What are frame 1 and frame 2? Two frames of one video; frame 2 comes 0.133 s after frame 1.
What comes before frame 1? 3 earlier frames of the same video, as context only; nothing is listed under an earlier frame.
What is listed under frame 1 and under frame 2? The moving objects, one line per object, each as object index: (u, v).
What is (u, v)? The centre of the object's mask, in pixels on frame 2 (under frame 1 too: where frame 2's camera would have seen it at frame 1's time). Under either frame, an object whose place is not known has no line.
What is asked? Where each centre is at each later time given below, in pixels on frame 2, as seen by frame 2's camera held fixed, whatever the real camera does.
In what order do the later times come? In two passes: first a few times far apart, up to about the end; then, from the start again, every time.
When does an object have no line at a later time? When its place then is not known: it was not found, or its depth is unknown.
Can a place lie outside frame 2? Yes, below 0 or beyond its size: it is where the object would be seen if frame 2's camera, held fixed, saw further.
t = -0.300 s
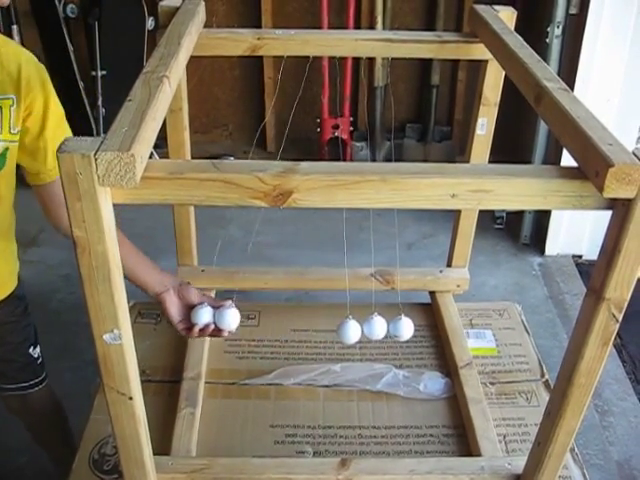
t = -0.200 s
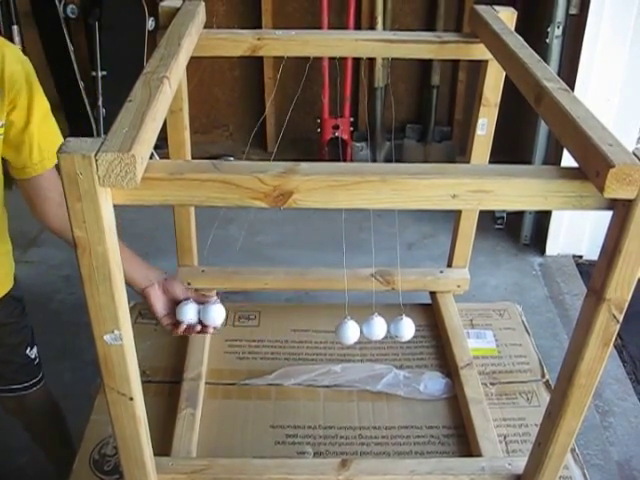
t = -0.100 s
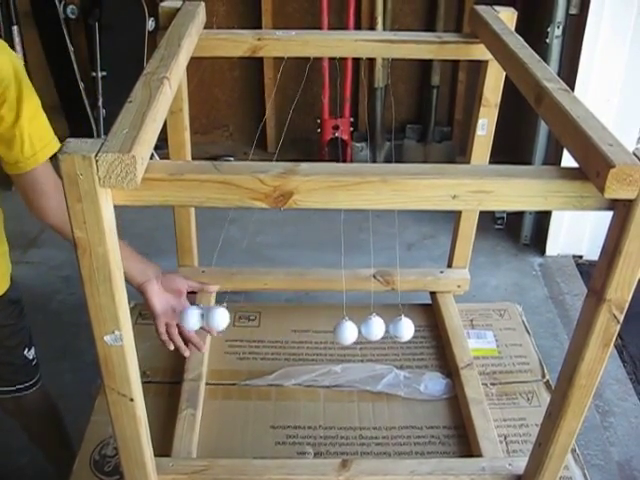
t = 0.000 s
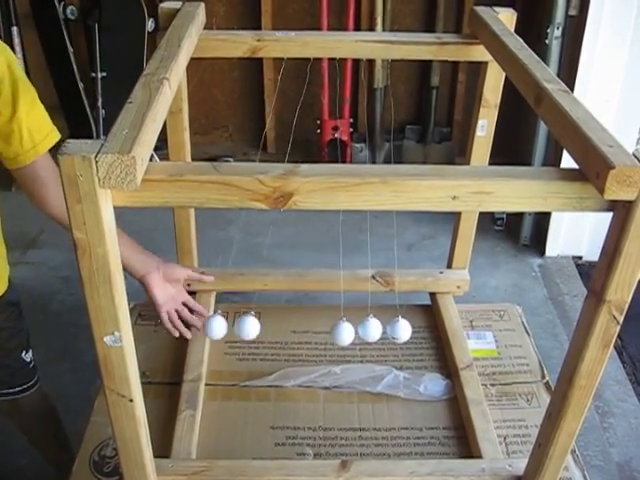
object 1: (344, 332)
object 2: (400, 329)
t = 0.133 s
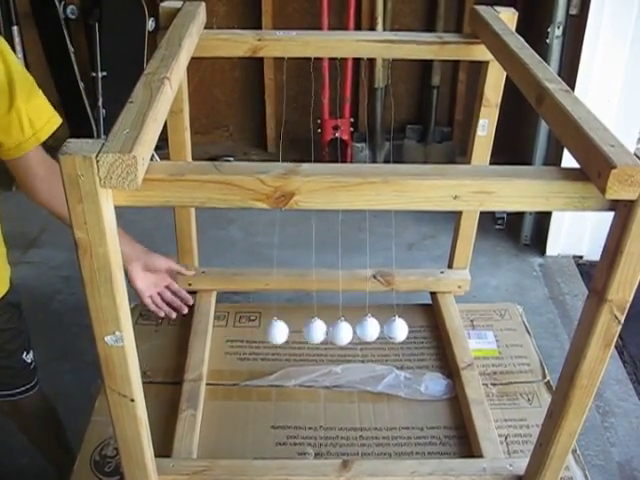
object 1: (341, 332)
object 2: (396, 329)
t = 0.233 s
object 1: (366, 335)
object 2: (432, 327)
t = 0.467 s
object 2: (480, 314)
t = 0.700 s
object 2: (429, 328)
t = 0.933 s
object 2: (381, 329)
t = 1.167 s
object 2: (378, 331)
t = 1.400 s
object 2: (408, 328)
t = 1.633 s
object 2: (439, 326)
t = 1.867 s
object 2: (438, 326)
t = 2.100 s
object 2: (388, 328)
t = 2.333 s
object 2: (368, 329)
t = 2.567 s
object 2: (383, 328)
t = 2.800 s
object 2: (426, 327)
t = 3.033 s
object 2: (436, 326)
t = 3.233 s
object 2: (410, 328)
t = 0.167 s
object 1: (345, 333)
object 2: (404, 329)
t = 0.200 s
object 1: (356, 335)
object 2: (418, 328)
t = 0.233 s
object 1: (366, 335)
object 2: (432, 327)
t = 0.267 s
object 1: (374, 334)
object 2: (444, 325)
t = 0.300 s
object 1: (382, 333)
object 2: (455, 323)
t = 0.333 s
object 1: (389, 333)
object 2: (464, 319)
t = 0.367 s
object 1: (394, 332)
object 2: (471, 317)
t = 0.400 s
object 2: (477, 315)
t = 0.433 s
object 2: (480, 314)
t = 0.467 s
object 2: (480, 314)
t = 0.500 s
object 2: (479, 314)
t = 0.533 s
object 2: (476, 316)
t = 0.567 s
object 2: (470, 318)
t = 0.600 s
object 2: (462, 320)
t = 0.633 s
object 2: (453, 324)
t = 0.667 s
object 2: (441, 325)
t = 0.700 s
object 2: (429, 328)
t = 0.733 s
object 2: (424, 328)
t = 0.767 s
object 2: (418, 329)
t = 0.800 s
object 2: (411, 330)
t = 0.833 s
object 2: (403, 330)
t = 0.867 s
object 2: (396, 330)
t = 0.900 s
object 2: (388, 329)
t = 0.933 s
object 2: (381, 329)
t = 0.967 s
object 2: (375, 327)
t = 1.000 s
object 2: (369, 328)
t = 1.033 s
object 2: (369, 329)
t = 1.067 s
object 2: (370, 330)
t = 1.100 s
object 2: (372, 331)
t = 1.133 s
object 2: (375, 331)
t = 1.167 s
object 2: (378, 331)
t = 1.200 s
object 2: (381, 330)
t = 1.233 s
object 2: (385, 329)
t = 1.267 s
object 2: (389, 328)
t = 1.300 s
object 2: (394, 327)
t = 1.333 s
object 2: (398, 327)
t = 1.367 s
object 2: (403, 327)
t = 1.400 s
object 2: (408, 328)
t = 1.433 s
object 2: (412, 329)
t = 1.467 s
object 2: (416, 330)
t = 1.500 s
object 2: (420, 330)
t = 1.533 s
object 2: (426, 330)
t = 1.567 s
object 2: (431, 329)
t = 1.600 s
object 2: (435, 328)
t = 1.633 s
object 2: (439, 326)
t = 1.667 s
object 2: (442, 324)
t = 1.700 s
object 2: (445, 322)
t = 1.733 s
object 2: (446, 321)
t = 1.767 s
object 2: (445, 321)
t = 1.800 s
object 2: (444, 322)
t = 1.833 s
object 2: (442, 324)
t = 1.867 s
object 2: (438, 326)
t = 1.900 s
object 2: (433, 328)
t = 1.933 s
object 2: (427, 329)
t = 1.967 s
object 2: (420, 330)
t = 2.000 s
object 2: (412, 330)
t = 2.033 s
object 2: (403, 329)
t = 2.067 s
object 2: (395, 329)
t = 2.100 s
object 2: (388, 328)
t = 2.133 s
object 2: (383, 327)
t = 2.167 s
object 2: (379, 328)
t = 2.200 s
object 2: (375, 328)
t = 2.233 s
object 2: (372, 329)
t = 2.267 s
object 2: (370, 329)
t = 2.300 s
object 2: (368, 330)
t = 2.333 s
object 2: (368, 329)
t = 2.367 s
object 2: (368, 330)
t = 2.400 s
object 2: (368, 329)
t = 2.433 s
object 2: (369, 329)
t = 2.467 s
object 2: (372, 328)
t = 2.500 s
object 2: (375, 328)
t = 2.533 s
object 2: (378, 328)
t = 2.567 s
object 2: (383, 328)
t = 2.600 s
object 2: (389, 329)
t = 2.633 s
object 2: (396, 330)
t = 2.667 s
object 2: (403, 330)
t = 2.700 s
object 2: (410, 330)
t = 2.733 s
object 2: (416, 330)
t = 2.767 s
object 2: (421, 328)
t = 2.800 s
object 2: (426, 327)
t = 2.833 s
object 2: (430, 326)
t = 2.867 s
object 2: (433, 325)
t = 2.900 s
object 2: (435, 324)
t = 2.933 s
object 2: (437, 324)
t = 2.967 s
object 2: (437, 325)
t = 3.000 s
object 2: (437, 326)
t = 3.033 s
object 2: (436, 326)
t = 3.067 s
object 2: (433, 327)
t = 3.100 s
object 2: (430, 328)
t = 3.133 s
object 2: (426, 328)
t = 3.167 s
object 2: (421, 328)
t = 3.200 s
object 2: (416, 328)
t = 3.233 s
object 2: (410, 328)
